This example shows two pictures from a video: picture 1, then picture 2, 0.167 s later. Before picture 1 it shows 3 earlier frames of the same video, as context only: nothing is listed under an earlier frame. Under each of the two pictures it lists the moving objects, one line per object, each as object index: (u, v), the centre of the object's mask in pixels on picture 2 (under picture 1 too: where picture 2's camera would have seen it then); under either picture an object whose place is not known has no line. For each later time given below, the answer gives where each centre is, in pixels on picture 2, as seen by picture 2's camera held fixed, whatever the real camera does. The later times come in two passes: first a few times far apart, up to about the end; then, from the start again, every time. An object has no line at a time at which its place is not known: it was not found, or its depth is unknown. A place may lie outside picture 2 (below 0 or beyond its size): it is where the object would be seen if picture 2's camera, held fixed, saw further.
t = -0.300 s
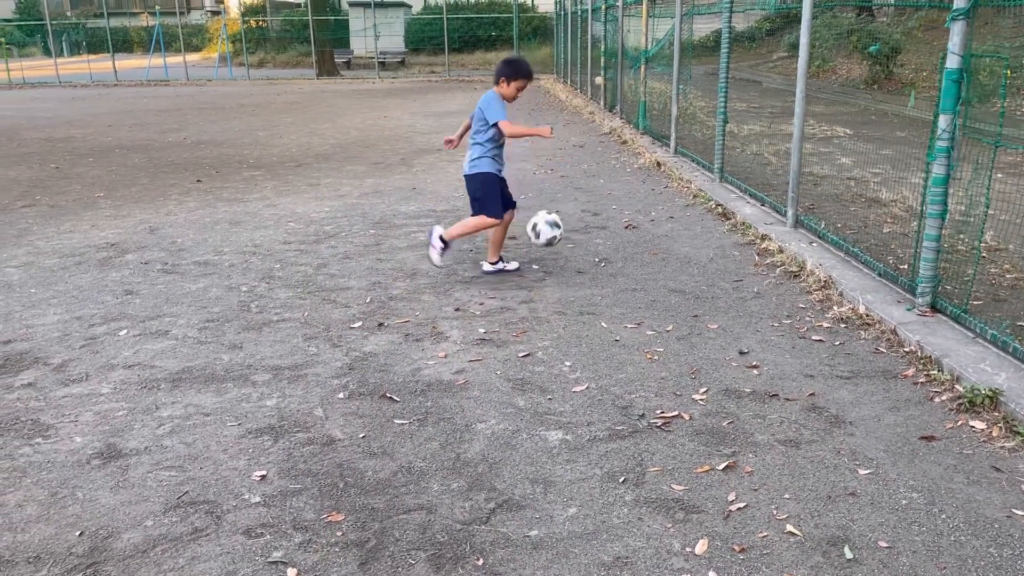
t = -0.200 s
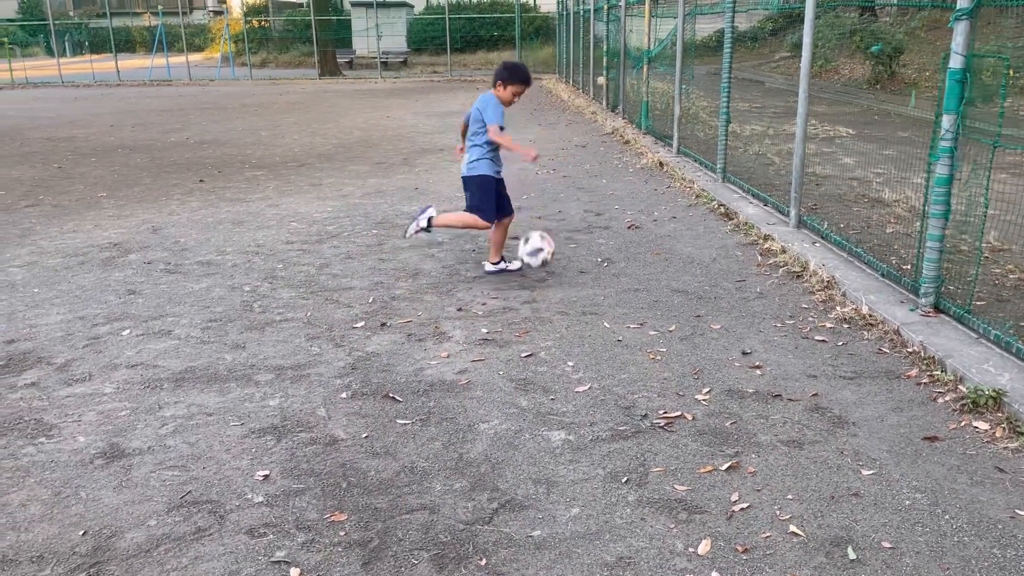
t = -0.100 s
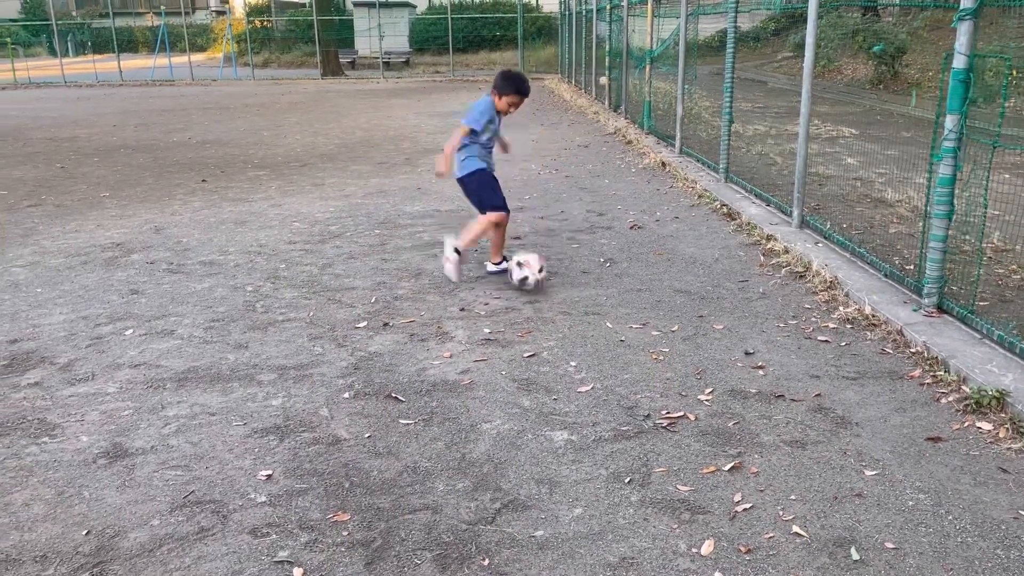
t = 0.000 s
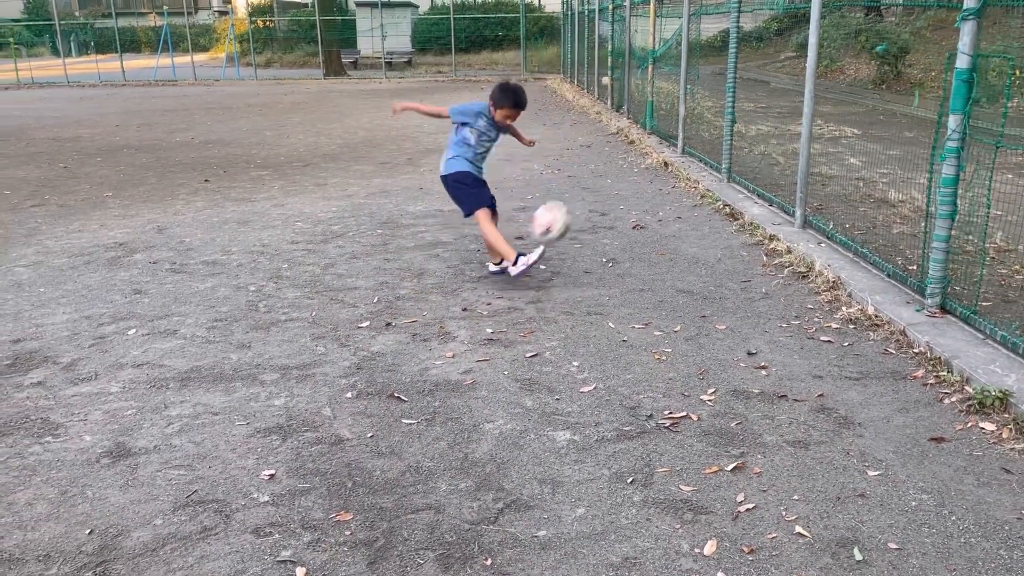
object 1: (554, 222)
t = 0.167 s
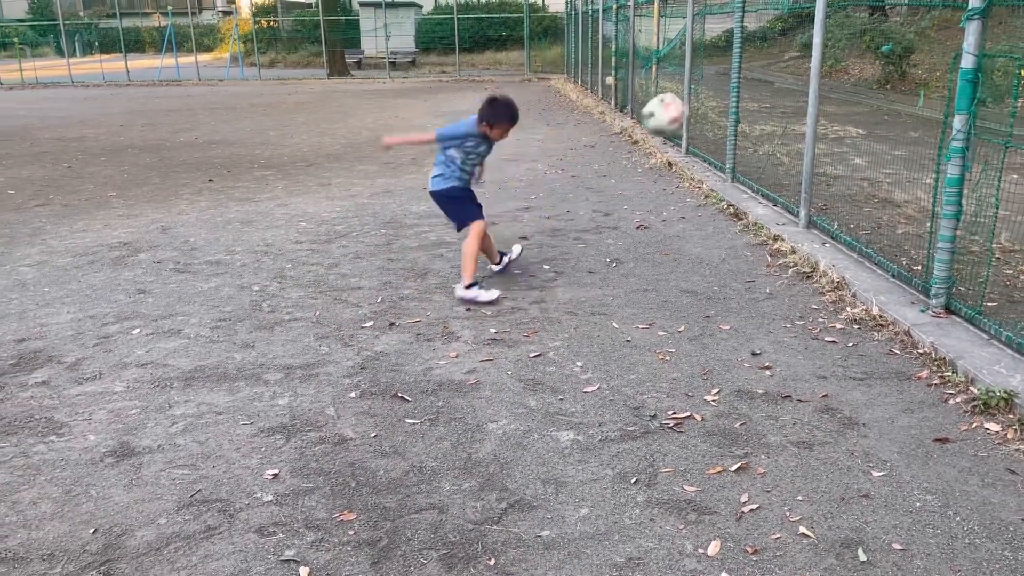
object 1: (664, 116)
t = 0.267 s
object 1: (729, 73)
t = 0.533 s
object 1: (887, 62)
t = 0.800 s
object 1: (825, 193)
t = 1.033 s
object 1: (694, 251)
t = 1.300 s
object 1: (526, 269)
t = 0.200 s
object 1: (686, 98)
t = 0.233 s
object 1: (709, 84)
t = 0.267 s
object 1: (729, 73)
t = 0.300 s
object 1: (751, 62)
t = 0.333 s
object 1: (774, 54)
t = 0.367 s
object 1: (794, 49)
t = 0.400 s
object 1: (816, 47)
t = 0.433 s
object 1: (836, 46)
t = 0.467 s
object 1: (857, 48)
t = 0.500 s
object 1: (876, 51)
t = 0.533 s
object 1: (887, 62)
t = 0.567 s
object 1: (886, 72)
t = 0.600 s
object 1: (880, 84)
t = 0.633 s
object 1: (872, 98)
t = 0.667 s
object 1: (863, 114)
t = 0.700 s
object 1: (853, 132)
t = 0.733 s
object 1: (844, 149)
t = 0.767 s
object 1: (835, 169)
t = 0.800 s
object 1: (825, 193)
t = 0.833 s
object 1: (815, 213)
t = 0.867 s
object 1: (805, 241)
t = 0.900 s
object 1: (787, 247)
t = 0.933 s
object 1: (765, 243)
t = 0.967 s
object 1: (739, 243)
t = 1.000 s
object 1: (716, 247)
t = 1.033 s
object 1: (694, 251)
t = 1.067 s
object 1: (670, 260)
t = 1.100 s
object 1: (648, 266)
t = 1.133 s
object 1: (627, 262)
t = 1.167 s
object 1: (607, 260)
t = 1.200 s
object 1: (587, 258)
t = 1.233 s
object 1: (566, 260)
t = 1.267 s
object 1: (545, 263)
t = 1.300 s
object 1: (526, 269)
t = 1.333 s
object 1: (504, 272)
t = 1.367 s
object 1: (485, 269)
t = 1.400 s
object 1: (464, 266)
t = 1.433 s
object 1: (445, 267)
